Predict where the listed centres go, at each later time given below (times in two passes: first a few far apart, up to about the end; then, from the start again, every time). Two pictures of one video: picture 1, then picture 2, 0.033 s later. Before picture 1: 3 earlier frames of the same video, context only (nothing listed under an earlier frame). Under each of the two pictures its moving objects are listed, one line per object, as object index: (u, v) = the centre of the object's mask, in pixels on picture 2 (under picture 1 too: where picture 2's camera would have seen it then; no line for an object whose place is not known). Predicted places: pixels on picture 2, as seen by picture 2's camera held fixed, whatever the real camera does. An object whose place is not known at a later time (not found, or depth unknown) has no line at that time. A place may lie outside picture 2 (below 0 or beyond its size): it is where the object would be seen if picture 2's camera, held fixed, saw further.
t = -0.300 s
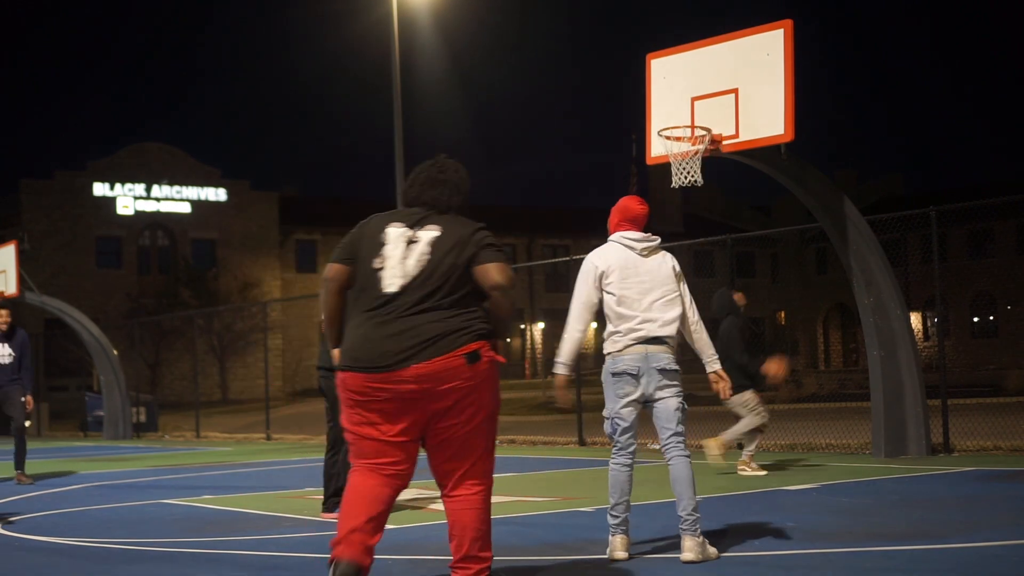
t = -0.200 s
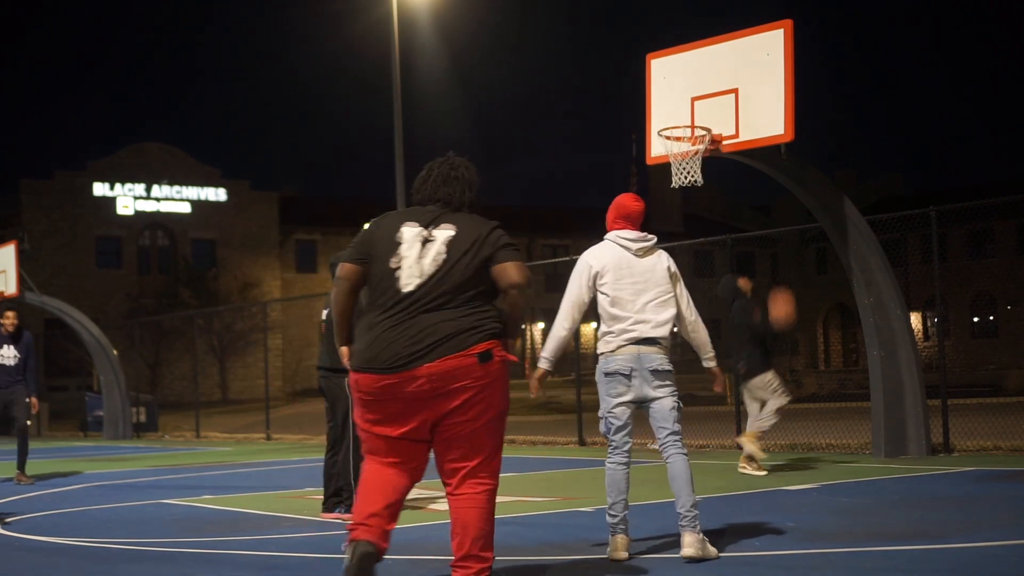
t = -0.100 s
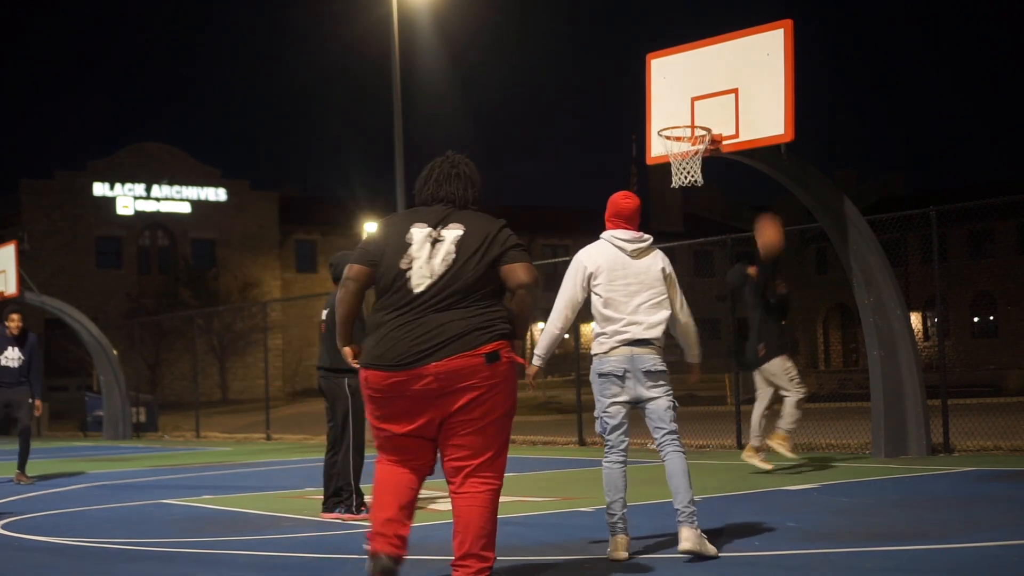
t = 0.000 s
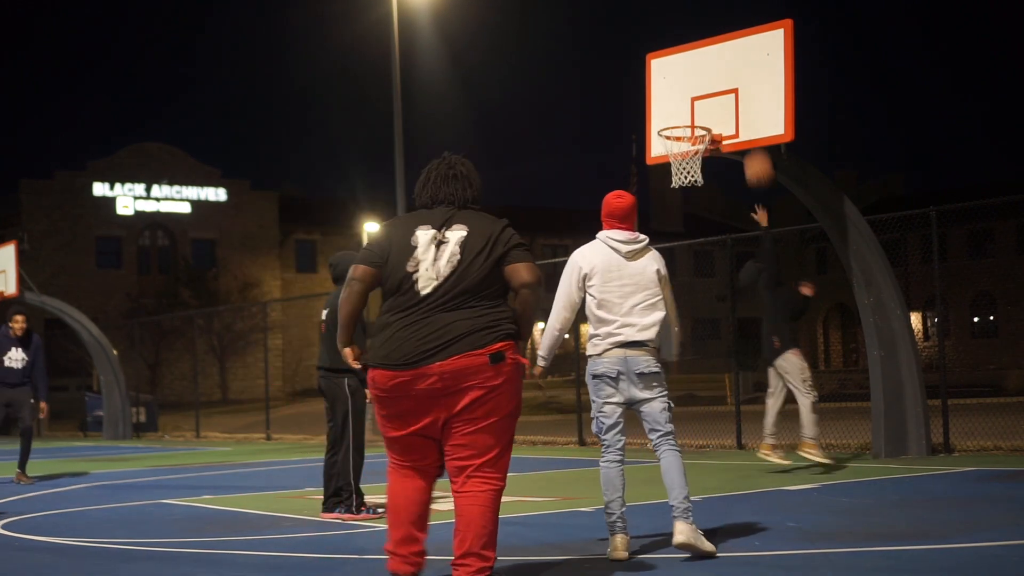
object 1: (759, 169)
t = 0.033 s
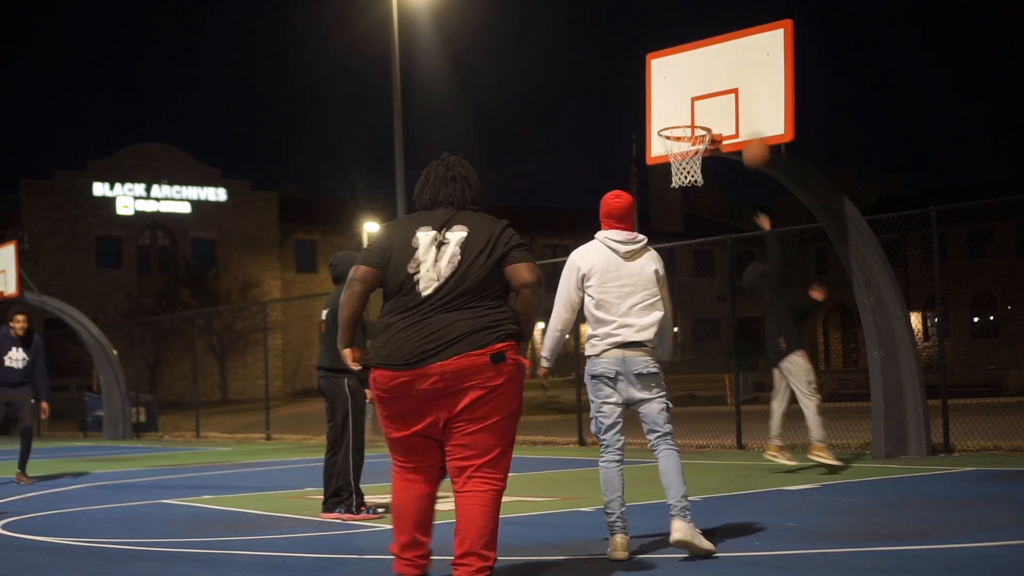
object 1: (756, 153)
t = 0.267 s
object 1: (737, 56)
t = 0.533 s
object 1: (691, 43)
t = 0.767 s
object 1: (651, 98)
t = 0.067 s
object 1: (753, 129)
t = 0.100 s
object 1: (750, 114)
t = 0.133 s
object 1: (748, 101)
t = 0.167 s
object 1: (745, 88)
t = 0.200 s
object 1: (742, 76)
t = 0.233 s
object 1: (740, 66)
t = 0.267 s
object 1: (737, 56)
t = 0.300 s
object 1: (735, 49)
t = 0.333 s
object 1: (727, 44)
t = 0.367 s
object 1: (721, 40)
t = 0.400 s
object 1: (715, 39)
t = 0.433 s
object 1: (709, 38)
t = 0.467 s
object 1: (703, 38)
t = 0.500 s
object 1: (697, 40)
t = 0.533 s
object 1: (691, 43)
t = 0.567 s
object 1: (686, 47)
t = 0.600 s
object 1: (680, 52)
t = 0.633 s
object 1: (674, 59)
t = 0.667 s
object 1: (669, 68)
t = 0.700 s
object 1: (663, 76)
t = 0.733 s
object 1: (657, 86)
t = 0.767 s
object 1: (651, 98)
